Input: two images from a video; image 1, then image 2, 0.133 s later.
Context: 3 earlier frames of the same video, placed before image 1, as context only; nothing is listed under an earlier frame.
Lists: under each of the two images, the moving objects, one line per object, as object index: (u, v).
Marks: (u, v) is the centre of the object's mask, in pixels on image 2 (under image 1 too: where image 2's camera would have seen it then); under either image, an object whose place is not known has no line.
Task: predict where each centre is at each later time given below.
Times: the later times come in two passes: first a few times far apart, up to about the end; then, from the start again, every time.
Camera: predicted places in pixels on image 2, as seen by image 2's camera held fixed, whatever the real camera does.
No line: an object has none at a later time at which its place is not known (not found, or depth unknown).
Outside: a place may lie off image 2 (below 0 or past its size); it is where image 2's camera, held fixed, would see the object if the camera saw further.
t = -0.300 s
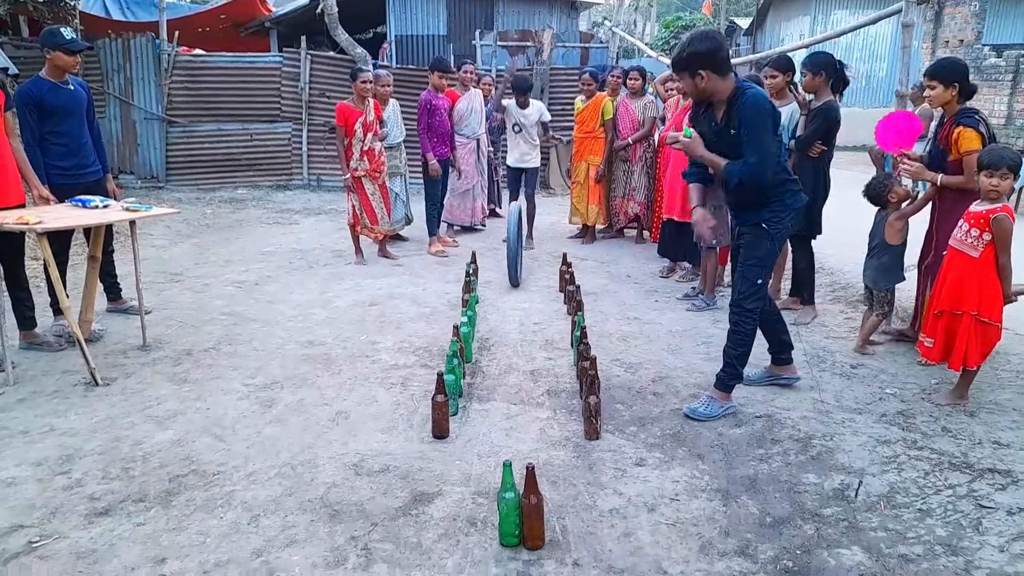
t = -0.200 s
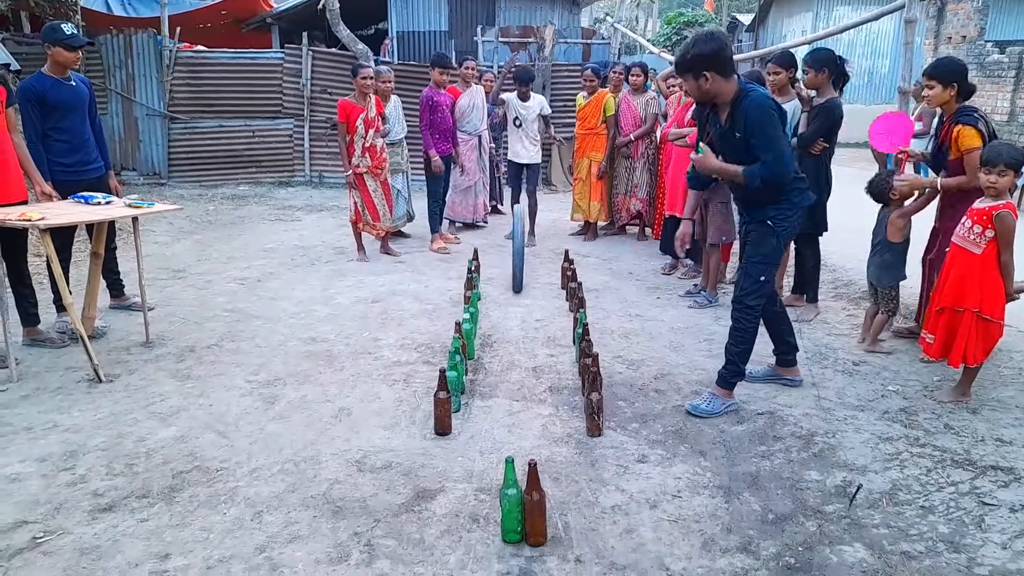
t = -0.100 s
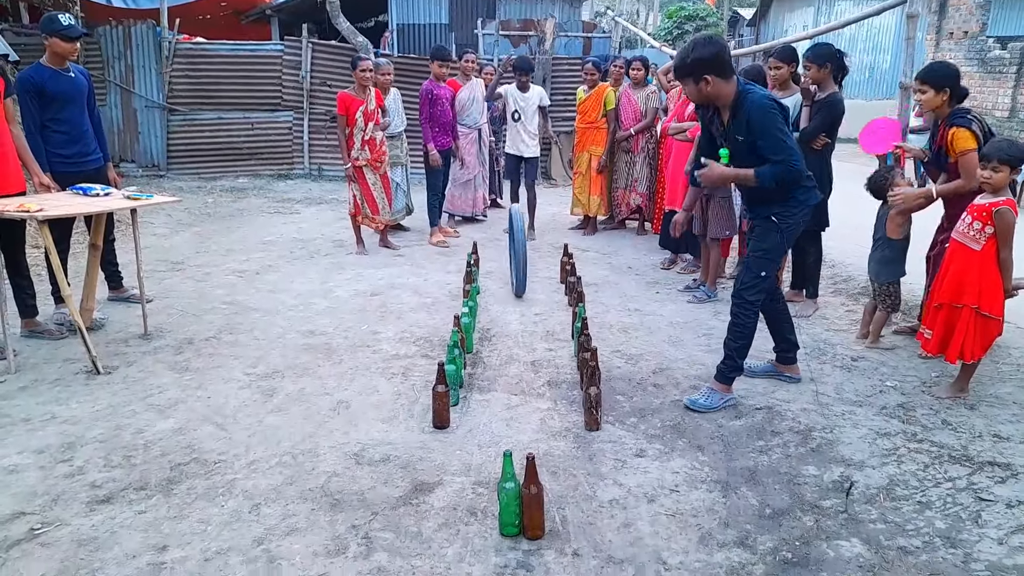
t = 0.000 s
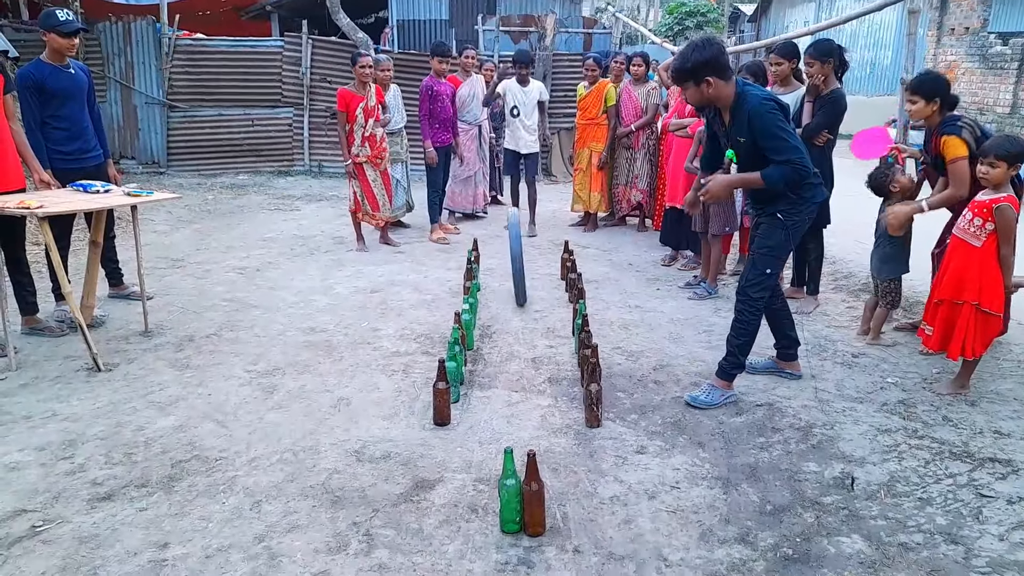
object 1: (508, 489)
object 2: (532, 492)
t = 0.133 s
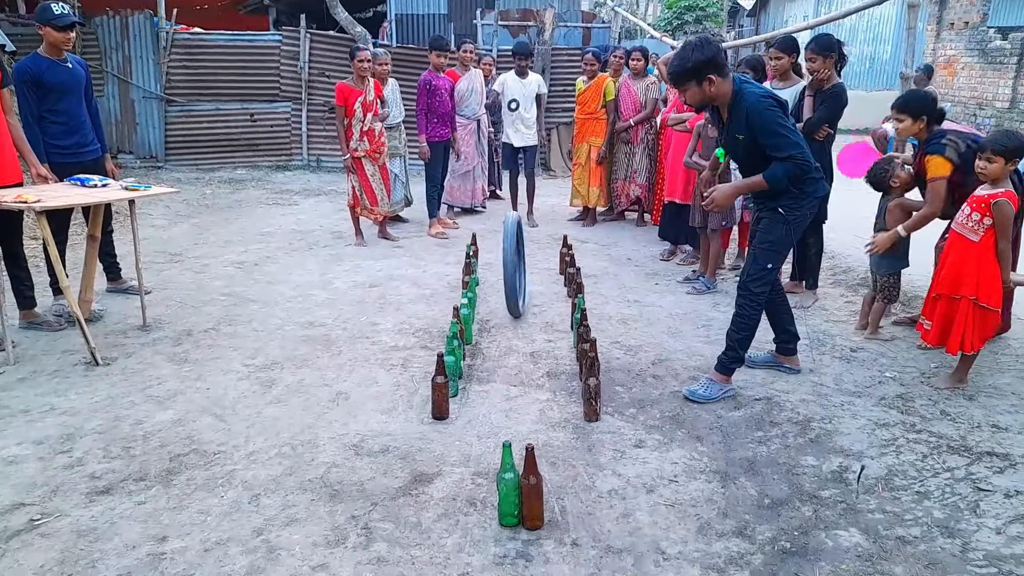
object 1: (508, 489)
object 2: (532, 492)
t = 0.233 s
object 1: (508, 489)
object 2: (532, 492)
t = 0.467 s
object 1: (508, 489)
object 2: (532, 492)
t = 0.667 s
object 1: (508, 489)
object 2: (531, 492)
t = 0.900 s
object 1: (511, 491)
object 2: (535, 493)
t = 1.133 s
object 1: (524, 501)
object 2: (556, 496)
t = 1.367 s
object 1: (540, 529)
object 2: (586, 519)
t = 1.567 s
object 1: (538, 534)
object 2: (591, 526)
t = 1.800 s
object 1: (538, 534)
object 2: (591, 526)
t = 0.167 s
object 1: (508, 489)
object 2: (532, 492)
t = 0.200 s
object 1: (508, 489)
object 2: (532, 492)
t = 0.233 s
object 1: (508, 489)
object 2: (532, 492)
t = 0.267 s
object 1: (509, 489)
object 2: (532, 492)
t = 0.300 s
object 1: (509, 489)
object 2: (532, 492)
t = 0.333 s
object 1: (508, 489)
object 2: (532, 492)
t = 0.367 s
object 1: (508, 489)
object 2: (532, 492)
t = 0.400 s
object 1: (508, 489)
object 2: (531, 492)
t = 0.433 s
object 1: (508, 489)
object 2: (531, 492)
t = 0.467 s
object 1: (508, 489)
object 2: (532, 492)
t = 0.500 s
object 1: (508, 489)
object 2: (532, 492)
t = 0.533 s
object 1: (508, 489)
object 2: (531, 492)
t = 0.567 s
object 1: (508, 489)
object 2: (531, 492)
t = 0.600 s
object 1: (508, 489)
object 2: (532, 492)
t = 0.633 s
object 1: (508, 489)
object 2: (531, 492)
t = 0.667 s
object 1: (508, 489)
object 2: (531, 492)
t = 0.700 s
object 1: (508, 489)
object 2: (531, 492)
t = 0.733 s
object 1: (508, 489)
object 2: (532, 492)
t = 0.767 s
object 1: (508, 489)
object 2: (531, 492)
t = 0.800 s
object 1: (508, 489)
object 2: (531, 492)
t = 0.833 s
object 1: (508, 489)
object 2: (531, 492)
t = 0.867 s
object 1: (509, 490)
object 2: (532, 492)
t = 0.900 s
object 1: (511, 491)
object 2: (535, 493)
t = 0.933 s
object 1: (514, 492)
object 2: (538, 494)
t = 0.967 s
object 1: (516, 493)
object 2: (540, 494)
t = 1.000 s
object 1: (517, 495)
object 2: (543, 494)
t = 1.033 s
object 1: (519, 496)
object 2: (545, 494)
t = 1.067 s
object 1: (521, 497)
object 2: (548, 495)
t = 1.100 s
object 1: (523, 499)
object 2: (552, 495)
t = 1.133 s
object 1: (524, 501)
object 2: (556, 496)
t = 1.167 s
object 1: (527, 503)
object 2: (560, 498)
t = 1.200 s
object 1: (530, 505)
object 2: (566, 501)
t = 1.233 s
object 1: (532, 510)
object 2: (576, 504)
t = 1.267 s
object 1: (536, 516)
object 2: (593, 508)
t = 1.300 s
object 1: (538, 525)
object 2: (589, 517)
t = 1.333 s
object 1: (539, 530)
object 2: (584, 520)
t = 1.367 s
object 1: (540, 529)
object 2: (586, 519)
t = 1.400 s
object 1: (542, 531)
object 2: (590, 519)
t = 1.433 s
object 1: (542, 532)
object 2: (592, 521)
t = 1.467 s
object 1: (541, 533)
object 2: (593, 525)
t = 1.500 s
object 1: (539, 534)
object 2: (593, 525)
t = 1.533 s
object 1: (538, 533)
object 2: (592, 525)
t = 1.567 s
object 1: (538, 534)
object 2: (591, 526)
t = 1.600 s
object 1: (538, 534)
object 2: (591, 526)
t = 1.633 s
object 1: (538, 534)
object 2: (591, 526)
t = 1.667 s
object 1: (538, 534)
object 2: (591, 526)
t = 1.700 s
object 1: (538, 534)
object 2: (591, 526)
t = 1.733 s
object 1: (538, 534)
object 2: (591, 526)
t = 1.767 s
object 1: (537, 534)
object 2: (591, 526)
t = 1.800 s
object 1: (538, 534)
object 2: (591, 526)
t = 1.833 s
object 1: (537, 533)
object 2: (591, 525)
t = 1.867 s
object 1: (537, 534)
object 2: (591, 525)
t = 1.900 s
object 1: (538, 534)
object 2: (591, 525)
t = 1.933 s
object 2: (593, 525)
